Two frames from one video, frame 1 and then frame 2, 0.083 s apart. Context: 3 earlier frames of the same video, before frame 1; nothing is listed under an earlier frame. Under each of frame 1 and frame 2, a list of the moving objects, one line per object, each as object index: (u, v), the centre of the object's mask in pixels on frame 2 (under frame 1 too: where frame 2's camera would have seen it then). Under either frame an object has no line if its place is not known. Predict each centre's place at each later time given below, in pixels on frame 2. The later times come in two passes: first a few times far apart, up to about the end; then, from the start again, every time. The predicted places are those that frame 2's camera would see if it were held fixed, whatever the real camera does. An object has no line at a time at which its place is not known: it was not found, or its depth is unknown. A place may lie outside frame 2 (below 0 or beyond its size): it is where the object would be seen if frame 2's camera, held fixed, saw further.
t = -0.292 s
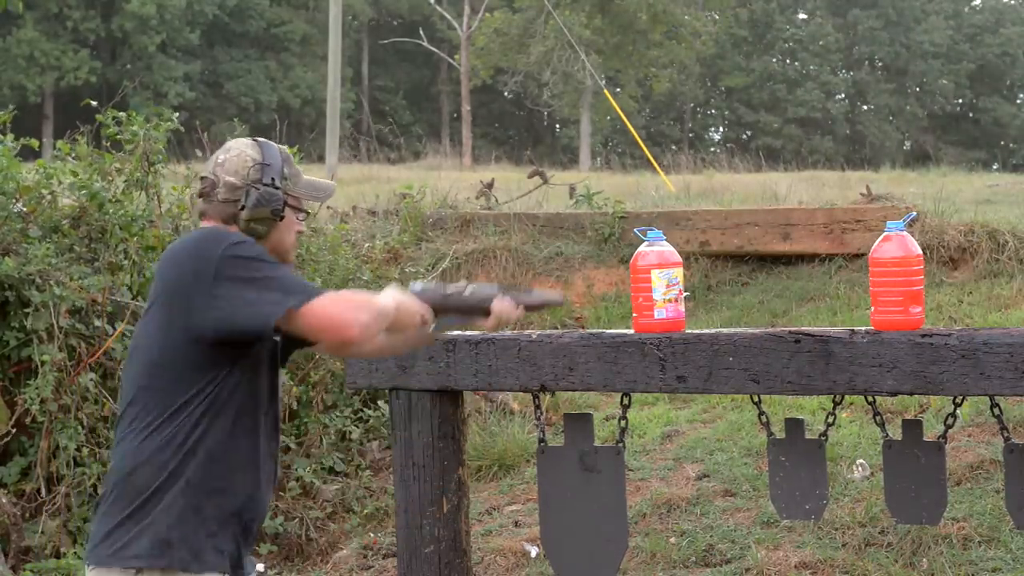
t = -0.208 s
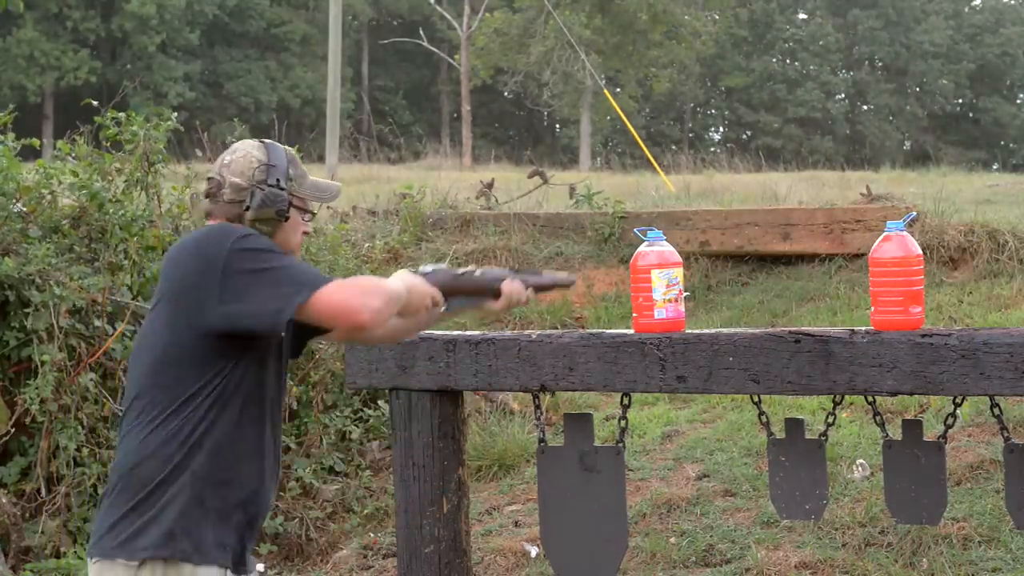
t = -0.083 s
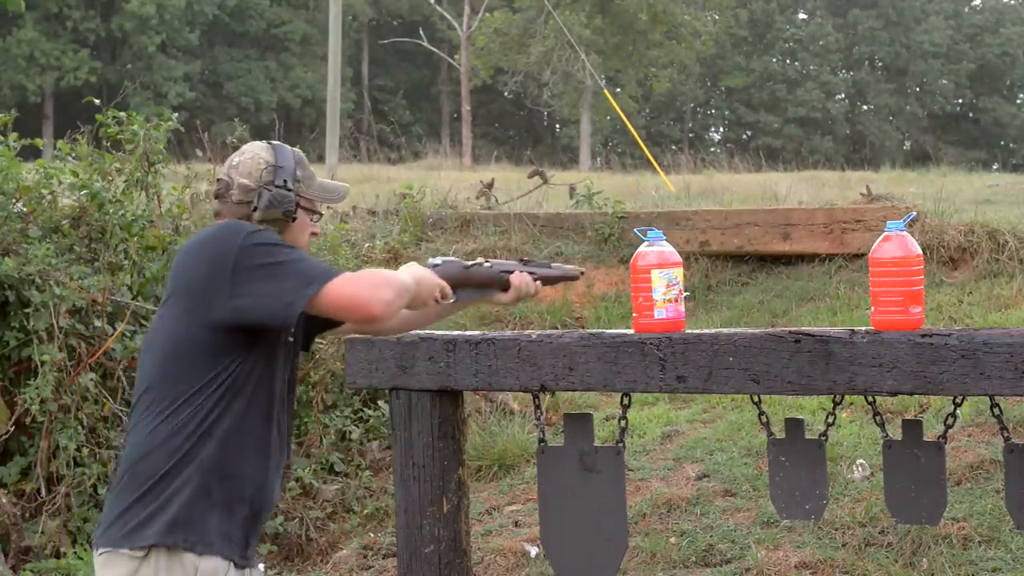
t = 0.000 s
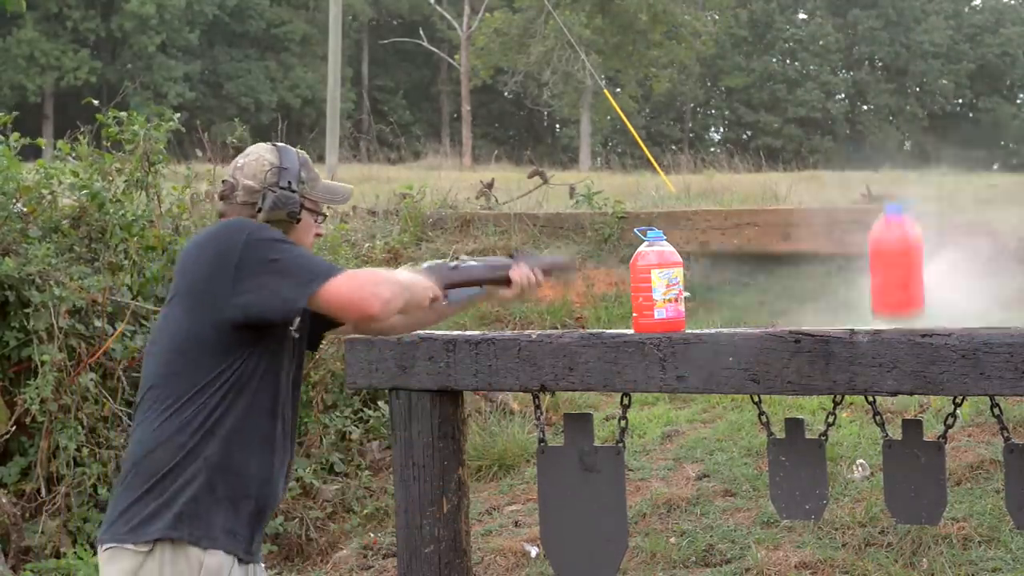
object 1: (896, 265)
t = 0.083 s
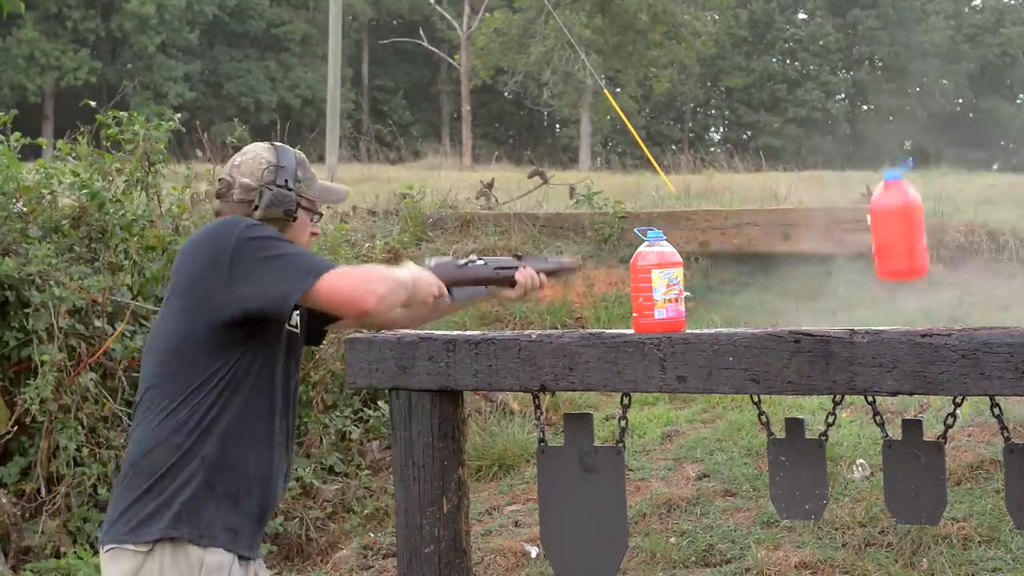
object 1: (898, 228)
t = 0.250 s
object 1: (902, 227)
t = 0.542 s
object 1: (908, 268)
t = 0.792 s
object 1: (907, 279)
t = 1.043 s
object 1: (900, 346)
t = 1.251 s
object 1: (891, 542)
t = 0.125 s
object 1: (899, 220)
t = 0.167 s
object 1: (900, 217)
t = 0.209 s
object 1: (901, 219)
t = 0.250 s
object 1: (902, 227)
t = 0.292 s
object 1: (902, 245)
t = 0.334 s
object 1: (904, 266)
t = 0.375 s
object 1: (905, 276)
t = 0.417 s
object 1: (905, 265)
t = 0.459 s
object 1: (906, 260)
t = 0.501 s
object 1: (907, 261)
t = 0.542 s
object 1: (908, 268)
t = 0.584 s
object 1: (908, 278)
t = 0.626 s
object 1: (908, 275)
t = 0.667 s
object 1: (908, 275)
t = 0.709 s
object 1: (908, 278)
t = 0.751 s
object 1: (907, 278)
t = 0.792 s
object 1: (907, 279)
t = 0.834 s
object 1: (907, 281)
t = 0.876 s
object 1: (906, 285)
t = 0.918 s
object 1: (905, 290)
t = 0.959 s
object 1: (902, 301)
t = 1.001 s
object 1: (901, 321)
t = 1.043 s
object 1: (900, 346)
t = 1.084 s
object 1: (899, 376)
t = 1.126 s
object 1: (899, 417)
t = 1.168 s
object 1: (898, 463)
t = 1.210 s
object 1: (896, 509)
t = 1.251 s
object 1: (891, 542)
